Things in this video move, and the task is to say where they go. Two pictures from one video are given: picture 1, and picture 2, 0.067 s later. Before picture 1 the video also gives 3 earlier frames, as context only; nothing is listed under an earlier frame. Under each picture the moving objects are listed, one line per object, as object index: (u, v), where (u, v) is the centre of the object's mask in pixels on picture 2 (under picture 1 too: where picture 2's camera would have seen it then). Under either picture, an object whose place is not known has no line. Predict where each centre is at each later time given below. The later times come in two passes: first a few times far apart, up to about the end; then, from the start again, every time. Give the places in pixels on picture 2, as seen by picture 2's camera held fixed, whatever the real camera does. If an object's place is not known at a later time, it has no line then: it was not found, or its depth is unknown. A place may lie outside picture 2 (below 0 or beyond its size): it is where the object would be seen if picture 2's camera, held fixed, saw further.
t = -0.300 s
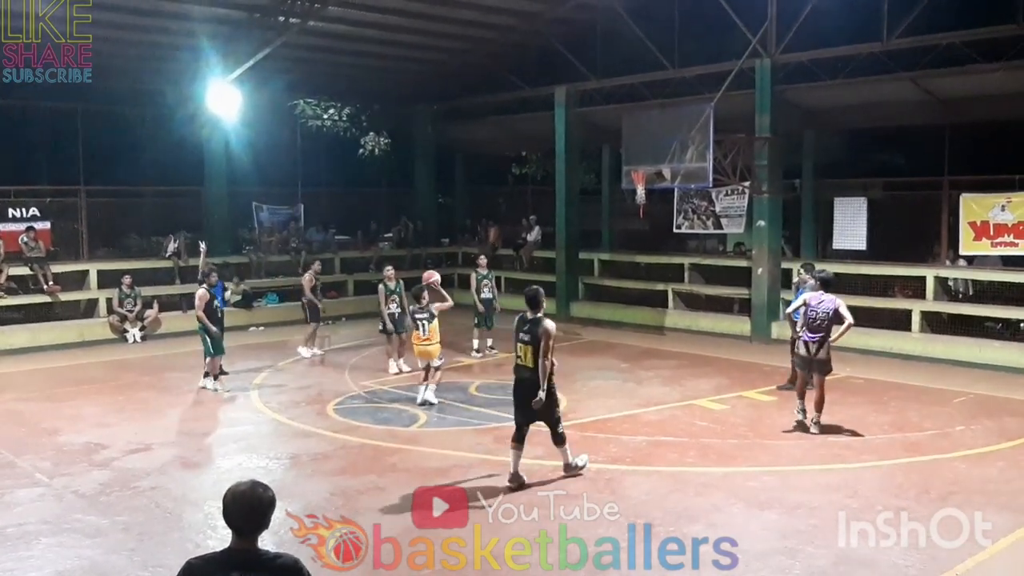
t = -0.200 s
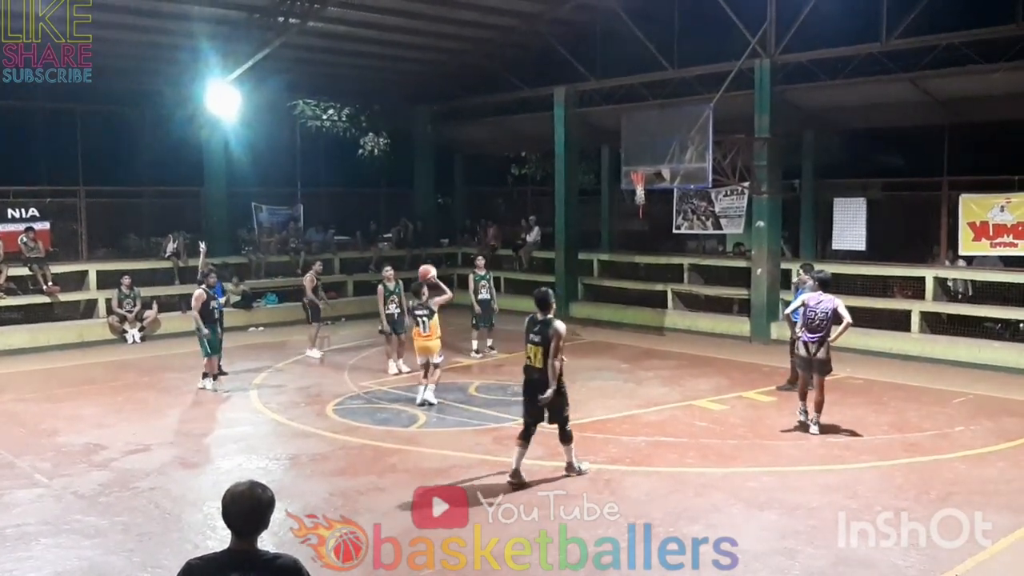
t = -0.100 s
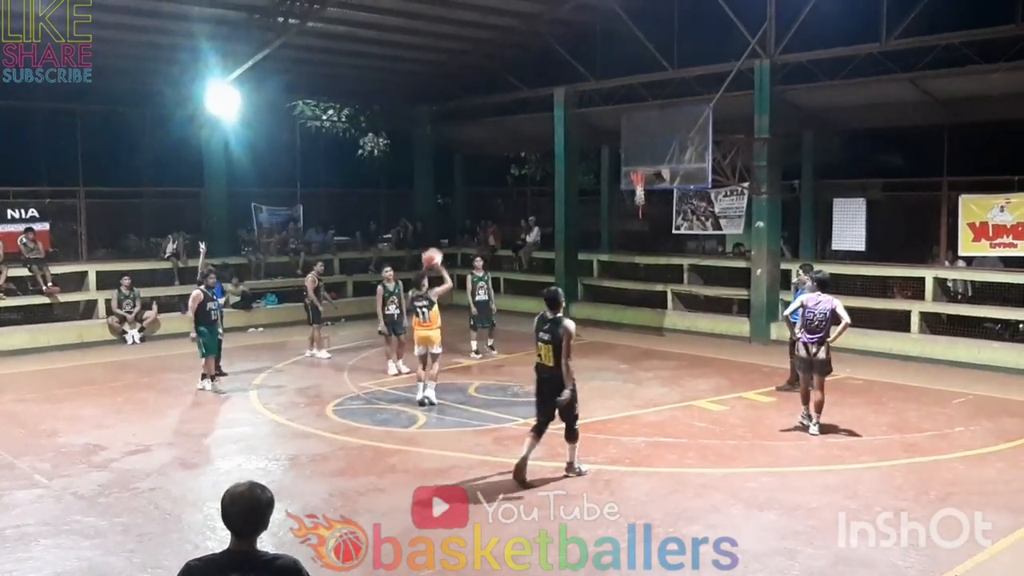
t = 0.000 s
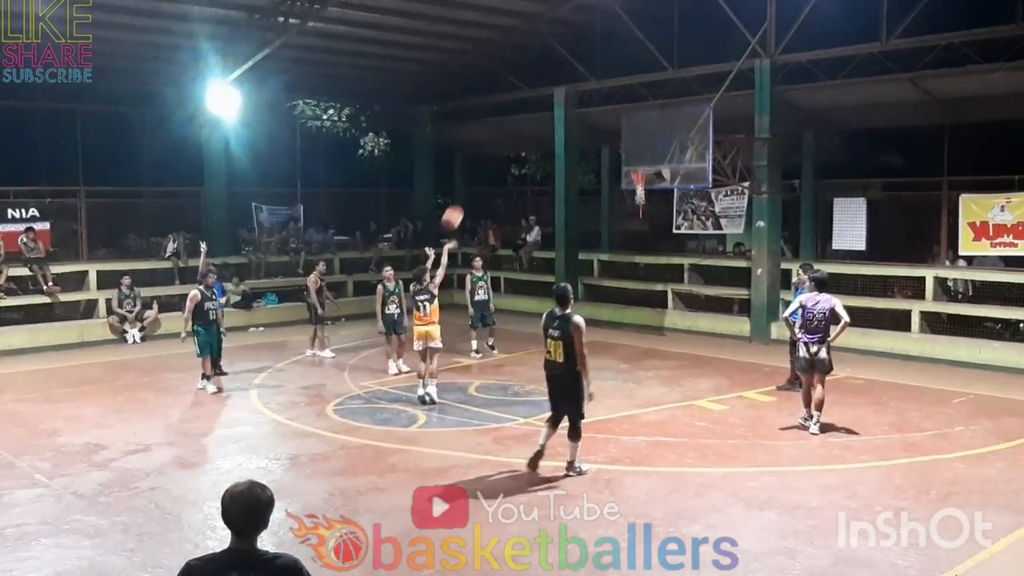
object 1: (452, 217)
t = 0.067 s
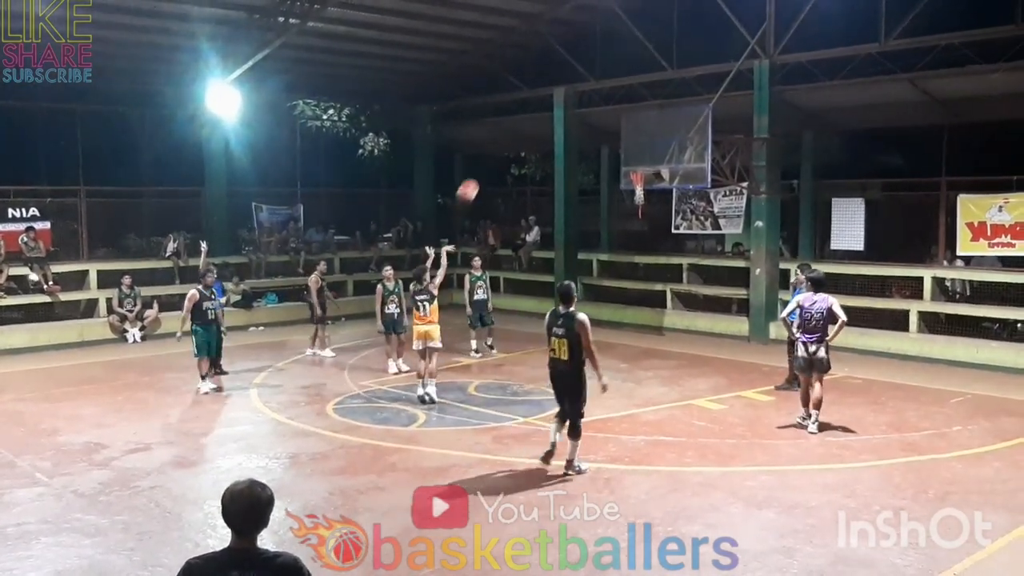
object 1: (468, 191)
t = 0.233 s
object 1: (506, 140)
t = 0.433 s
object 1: (548, 108)
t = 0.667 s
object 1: (595, 107)
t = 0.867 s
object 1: (631, 135)
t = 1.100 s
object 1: (642, 143)
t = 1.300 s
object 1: (620, 120)
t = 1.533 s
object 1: (595, 125)
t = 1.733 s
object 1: (572, 158)
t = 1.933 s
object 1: (547, 226)
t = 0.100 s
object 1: (475, 179)
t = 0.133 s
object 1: (483, 169)
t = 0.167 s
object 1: (491, 158)
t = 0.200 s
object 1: (498, 149)
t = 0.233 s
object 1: (506, 140)
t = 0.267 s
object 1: (513, 132)
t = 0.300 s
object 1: (520, 126)
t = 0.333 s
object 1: (528, 120)
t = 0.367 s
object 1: (535, 115)
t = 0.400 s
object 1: (542, 112)
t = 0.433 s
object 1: (548, 108)
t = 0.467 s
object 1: (555, 106)
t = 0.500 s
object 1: (562, 104)
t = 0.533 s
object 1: (569, 103)
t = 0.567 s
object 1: (575, 103)
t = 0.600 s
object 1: (582, 104)
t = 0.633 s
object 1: (589, 105)
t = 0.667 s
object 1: (595, 107)
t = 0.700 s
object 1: (601, 110)
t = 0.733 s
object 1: (607, 114)
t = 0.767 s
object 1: (613, 118)
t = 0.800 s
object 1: (619, 122)
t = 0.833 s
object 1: (625, 129)
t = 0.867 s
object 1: (631, 135)
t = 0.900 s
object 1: (637, 141)
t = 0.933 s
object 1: (643, 148)
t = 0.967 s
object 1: (648, 156)
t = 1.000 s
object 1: (651, 162)
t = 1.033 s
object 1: (648, 155)
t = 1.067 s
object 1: (645, 149)
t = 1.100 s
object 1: (642, 143)
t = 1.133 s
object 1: (638, 138)
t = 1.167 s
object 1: (635, 133)
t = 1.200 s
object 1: (631, 129)
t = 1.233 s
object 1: (628, 125)
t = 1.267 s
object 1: (624, 122)
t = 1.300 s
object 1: (620, 120)
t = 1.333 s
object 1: (617, 118)
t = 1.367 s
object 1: (613, 117)
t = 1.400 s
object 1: (610, 117)
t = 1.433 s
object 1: (606, 118)
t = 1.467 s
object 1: (603, 119)
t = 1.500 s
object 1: (599, 122)
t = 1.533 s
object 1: (595, 125)
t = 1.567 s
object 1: (591, 128)
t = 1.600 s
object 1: (587, 133)
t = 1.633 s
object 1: (584, 138)
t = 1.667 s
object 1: (580, 144)
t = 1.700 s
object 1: (576, 151)
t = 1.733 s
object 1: (572, 158)
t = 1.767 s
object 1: (568, 167)
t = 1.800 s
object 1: (564, 176)
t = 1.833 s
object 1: (559, 187)
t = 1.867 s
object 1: (555, 199)
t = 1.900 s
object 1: (551, 211)
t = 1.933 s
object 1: (547, 226)
